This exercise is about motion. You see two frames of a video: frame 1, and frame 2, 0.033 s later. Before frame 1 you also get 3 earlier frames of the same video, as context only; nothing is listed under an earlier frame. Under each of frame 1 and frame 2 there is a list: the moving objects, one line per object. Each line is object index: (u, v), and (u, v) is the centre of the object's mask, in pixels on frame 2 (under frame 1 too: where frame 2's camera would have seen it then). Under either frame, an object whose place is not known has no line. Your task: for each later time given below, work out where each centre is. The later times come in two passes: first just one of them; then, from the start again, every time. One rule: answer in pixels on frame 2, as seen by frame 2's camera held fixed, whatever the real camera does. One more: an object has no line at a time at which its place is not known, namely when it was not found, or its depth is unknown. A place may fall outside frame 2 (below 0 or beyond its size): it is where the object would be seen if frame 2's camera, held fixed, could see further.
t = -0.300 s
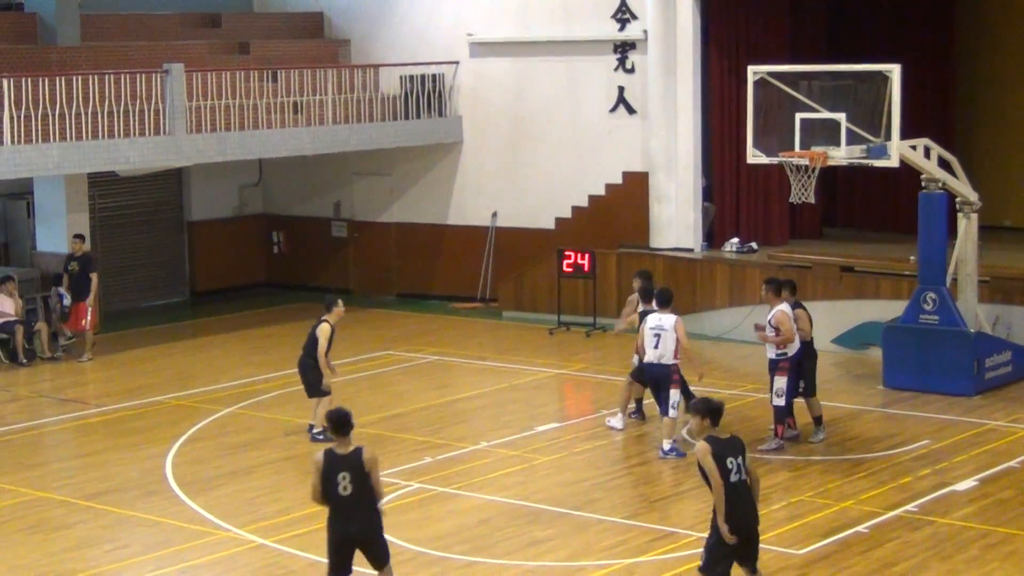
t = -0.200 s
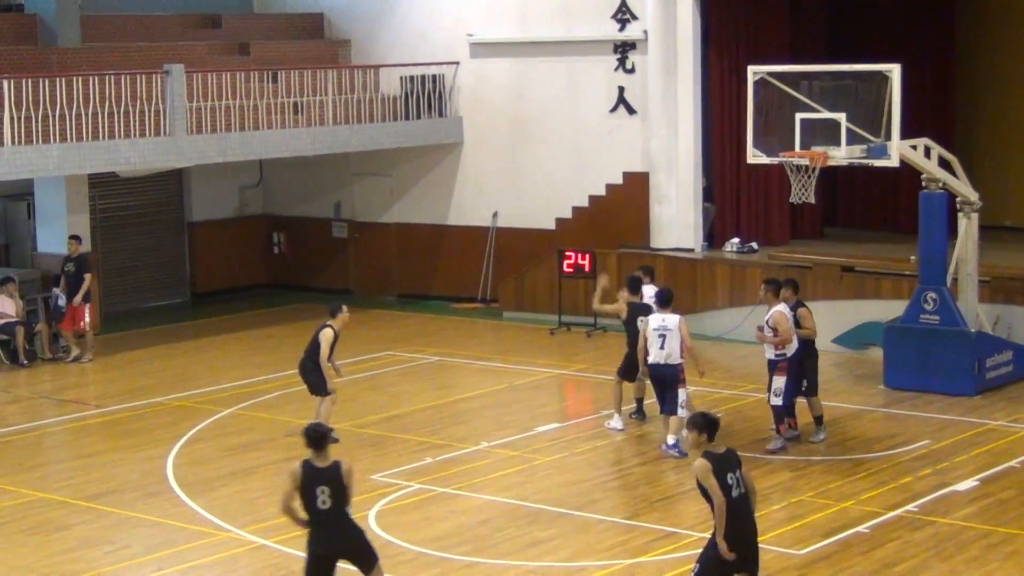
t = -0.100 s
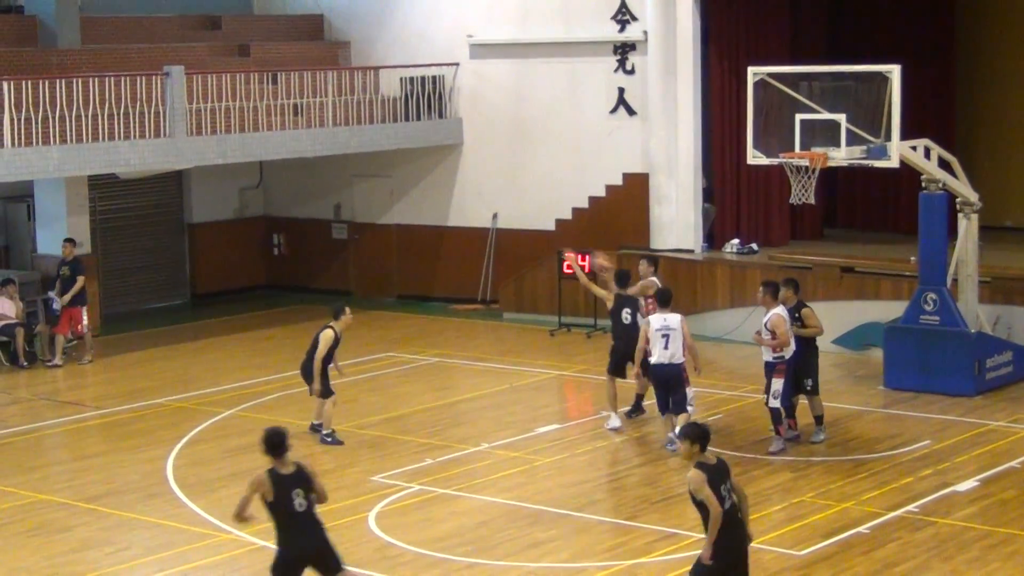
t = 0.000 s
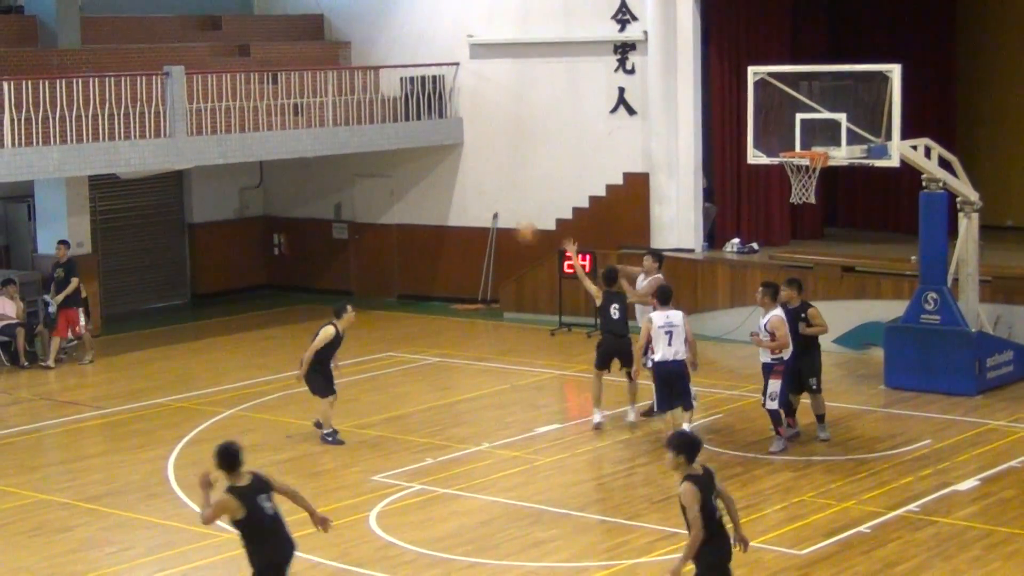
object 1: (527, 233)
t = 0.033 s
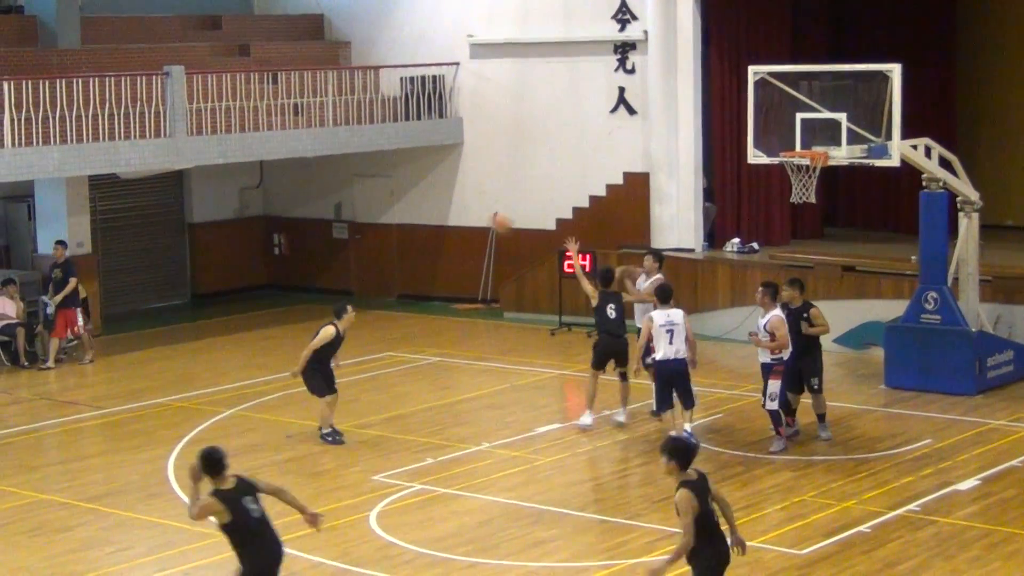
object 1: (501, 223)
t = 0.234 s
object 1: (331, 189)
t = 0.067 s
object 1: (472, 216)
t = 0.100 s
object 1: (444, 209)
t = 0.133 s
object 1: (416, 202)
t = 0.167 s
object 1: (387, 196)
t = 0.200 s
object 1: (361, 190)
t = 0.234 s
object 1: (331, 189)
